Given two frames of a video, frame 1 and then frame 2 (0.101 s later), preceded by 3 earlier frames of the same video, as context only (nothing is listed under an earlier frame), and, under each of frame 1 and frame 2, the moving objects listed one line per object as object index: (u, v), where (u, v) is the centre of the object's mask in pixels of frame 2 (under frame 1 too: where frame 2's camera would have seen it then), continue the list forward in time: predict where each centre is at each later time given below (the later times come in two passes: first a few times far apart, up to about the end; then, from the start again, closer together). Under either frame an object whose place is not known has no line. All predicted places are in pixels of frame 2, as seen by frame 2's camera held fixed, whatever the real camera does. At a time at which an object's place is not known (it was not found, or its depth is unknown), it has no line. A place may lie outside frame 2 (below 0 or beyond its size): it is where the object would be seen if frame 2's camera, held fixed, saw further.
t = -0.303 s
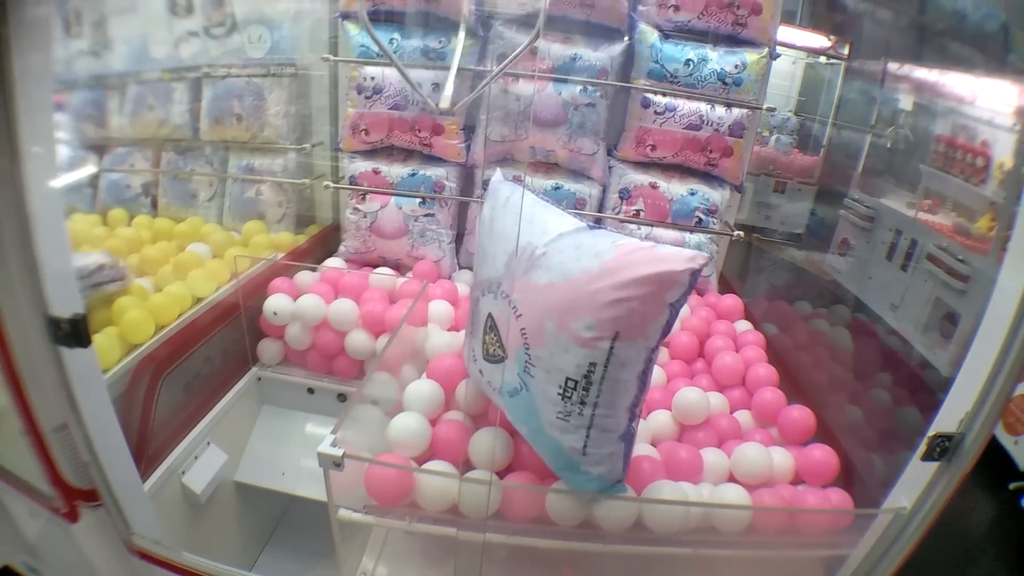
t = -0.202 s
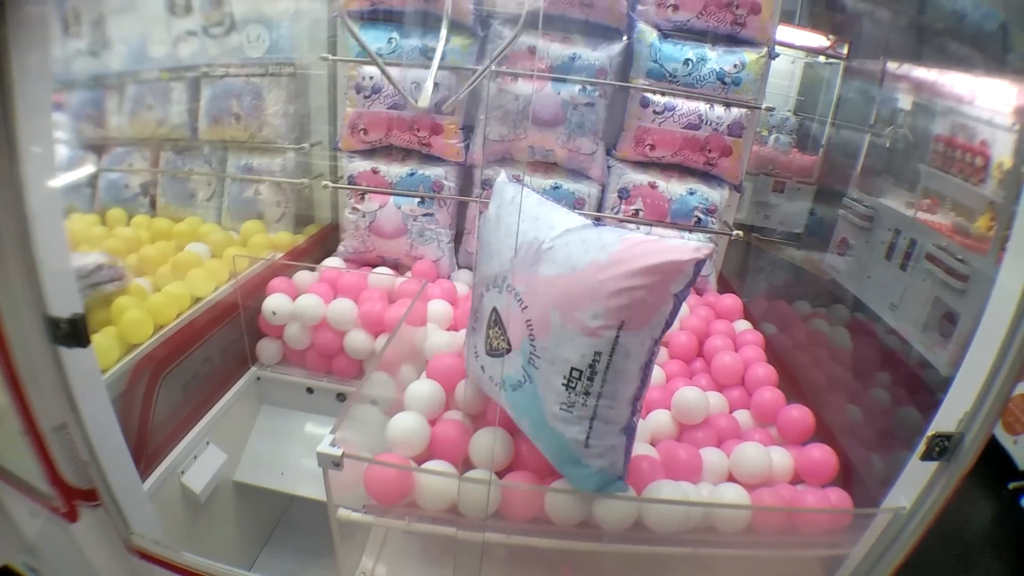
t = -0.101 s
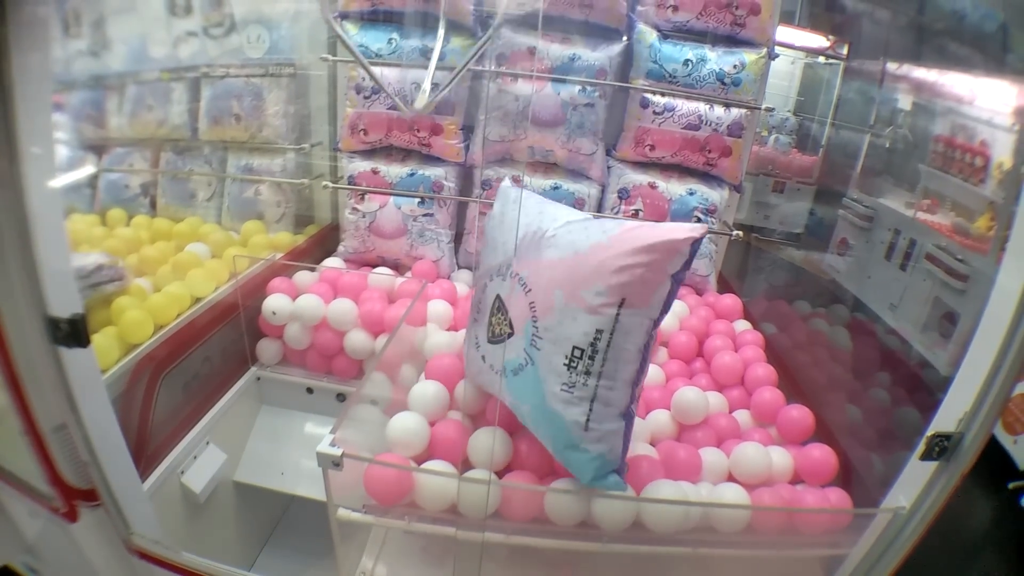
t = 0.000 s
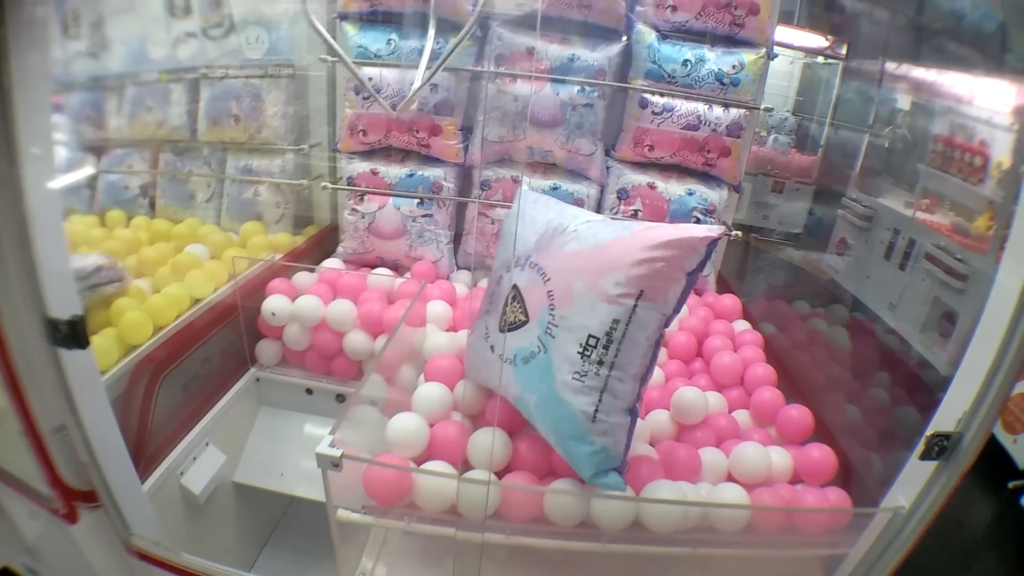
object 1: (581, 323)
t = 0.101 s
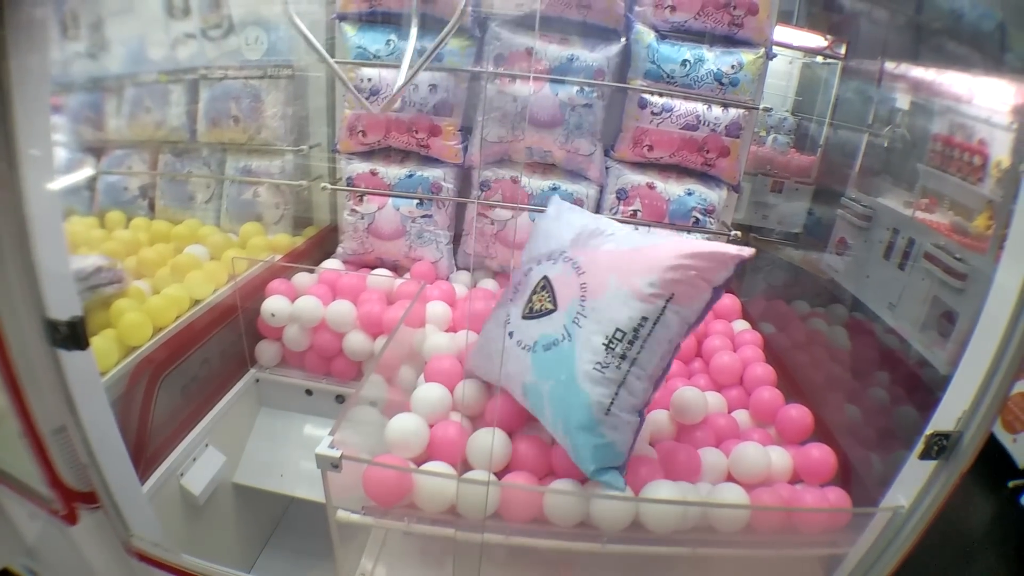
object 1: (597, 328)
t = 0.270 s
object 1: (625, 357)
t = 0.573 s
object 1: (643, 353)
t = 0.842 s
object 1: (641, 358)
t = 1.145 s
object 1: (639, 356)
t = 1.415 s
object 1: (639, 354)
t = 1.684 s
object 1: (639, 354)
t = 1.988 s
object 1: (639, 354)
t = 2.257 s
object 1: (640, 353)
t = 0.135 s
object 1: (603, 331)
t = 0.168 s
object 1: (609, 335)
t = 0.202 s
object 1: (614, 341)
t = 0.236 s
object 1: (620, 348)
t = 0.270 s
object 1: (625, 357)
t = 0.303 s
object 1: (628, 363)
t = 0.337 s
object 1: (633, 356)
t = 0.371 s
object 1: (638, 347)
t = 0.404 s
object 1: (640, 340)
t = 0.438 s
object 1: (641, 337)
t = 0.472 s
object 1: (641, 337)
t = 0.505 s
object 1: (640, 340)
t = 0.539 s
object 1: (641, 346)
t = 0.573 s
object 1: (643, 353)
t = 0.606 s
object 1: (645, 359)
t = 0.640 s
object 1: (647, 360)
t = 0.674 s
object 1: (647, 360)
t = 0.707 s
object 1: (645, 362)
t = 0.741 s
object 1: (644, 361)
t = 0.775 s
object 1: (642, 359)
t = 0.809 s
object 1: (642, 358)
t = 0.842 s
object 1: (641, 358)
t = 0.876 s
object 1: (641, 357)
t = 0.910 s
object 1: (640, 355)
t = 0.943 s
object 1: (640, 353)
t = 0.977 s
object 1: (640, 352)
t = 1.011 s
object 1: (640, 352)
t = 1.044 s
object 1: (640, 353)
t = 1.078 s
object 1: (639, 354)
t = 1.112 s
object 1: (639, 355)
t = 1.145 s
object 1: (639, 356)
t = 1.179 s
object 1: (639, 357)
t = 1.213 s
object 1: (640, 357)
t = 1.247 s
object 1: (640, 357)
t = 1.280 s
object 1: (640, 357)
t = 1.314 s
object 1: (639, 357)
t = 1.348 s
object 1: (639, 356)
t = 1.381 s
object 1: (639, 355)
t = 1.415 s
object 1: (639, 354)
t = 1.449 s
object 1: (639, 354)
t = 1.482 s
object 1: (639, 353)
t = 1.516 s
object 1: (639, 353)
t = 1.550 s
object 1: (639, 353)
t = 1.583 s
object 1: (639, 354)
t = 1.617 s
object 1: (640, 354)
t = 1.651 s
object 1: (640, 354)
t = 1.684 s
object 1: (639, 354)
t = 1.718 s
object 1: (640, 354)
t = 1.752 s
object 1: (639, 354)
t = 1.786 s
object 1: (640, 353)
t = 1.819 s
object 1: (640, 353)
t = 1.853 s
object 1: (640, 353)
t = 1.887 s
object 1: (640, 353)
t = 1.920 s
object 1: (640, 353)
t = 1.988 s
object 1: (639, 354)
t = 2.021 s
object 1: (640, 354)
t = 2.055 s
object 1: (640, 353)
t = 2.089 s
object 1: (640, 353)
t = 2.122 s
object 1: (640, 353)
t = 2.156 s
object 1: (640, 353)
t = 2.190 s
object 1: (640, 353)
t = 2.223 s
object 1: (640, 353)
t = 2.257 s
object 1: (640, 353)
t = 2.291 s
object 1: (640, 353)
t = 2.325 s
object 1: (640, 353)
